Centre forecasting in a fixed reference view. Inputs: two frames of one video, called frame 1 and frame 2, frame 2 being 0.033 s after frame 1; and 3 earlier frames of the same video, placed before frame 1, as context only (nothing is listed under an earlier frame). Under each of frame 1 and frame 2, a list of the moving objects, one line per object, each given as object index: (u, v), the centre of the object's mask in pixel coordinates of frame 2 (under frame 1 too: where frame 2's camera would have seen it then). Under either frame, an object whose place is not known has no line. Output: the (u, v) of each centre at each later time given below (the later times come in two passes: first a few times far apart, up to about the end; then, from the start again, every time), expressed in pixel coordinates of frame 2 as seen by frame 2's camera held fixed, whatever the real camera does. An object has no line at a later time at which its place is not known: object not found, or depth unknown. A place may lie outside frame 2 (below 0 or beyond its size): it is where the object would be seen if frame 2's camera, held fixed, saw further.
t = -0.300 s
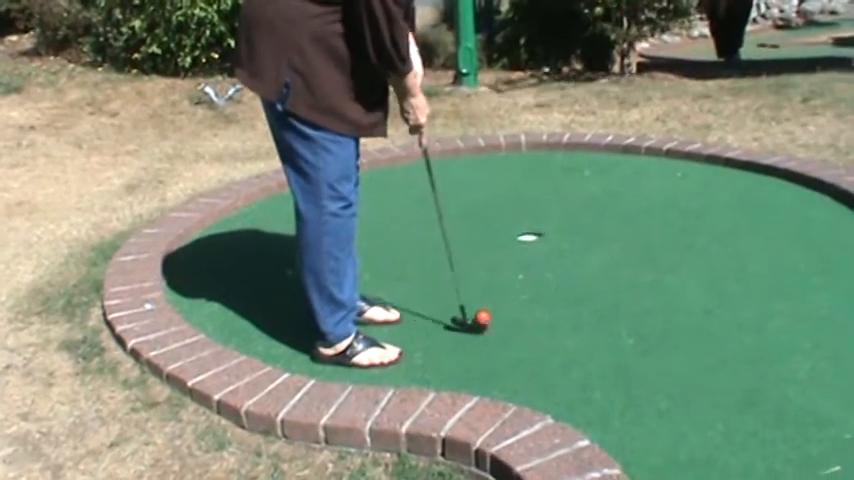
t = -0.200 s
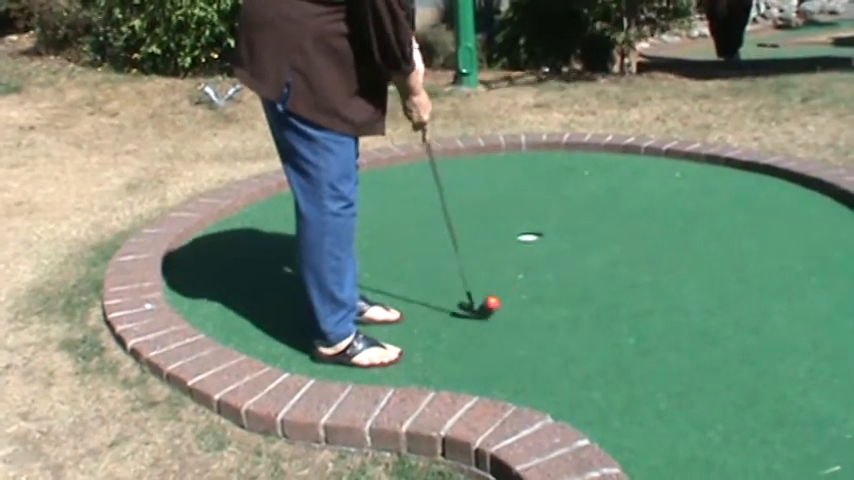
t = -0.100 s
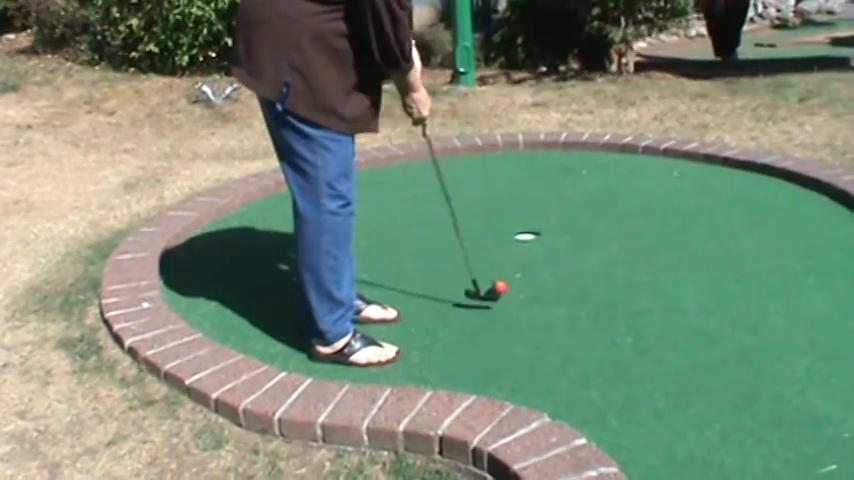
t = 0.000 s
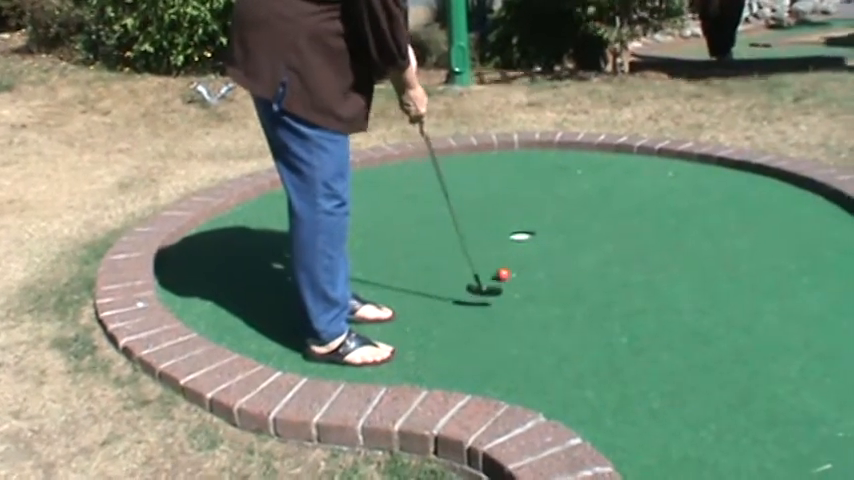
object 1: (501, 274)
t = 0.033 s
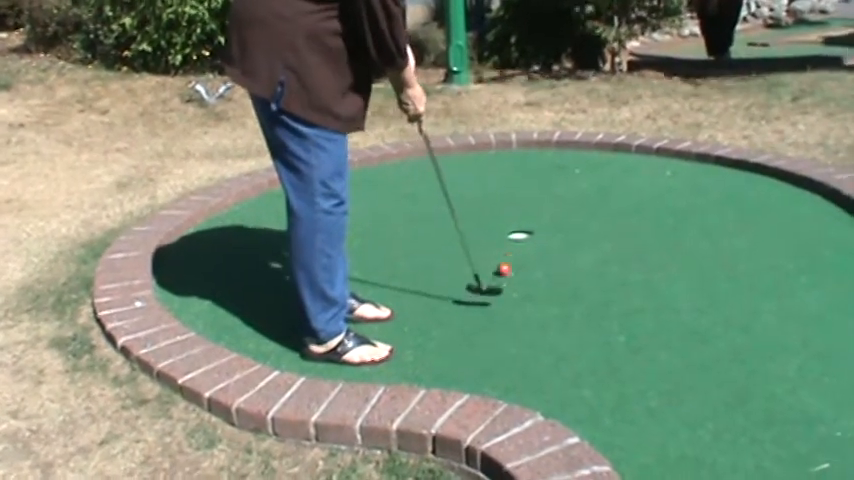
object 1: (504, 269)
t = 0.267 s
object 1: (521, 246)
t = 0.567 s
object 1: (525, 228)
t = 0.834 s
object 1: (486, 226)
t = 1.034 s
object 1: (461, 228)
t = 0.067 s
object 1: (506, 266)
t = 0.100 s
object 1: (509, 262)
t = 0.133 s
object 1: (511, 258)
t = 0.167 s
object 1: (513, 255)
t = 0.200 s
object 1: (515, 251)
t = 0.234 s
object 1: (518, 249)
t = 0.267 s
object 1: (521, 246)
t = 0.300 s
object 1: (522, 243)
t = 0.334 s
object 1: (523, 240)
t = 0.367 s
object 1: (525, 237)
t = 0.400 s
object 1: (527, 234)
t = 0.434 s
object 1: (529, 231)
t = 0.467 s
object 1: (530, 230)
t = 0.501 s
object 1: (532, 230)
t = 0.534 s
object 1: (529, 229)
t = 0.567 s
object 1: (525, 228)
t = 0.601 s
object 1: (519, 226)
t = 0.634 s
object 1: (513, 224)
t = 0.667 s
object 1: (508, 224)
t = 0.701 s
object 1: (503, 225)
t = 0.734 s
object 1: (498, 225)
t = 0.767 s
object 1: (495, 226)
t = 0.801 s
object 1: (491, 226)
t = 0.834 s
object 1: (486, 226)
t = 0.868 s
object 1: (482, 226)
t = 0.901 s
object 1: (477, 226)
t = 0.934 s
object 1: (474, 227)
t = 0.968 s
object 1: (468, 227)
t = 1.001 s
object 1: (465, 228)
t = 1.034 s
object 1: (461, 228)
